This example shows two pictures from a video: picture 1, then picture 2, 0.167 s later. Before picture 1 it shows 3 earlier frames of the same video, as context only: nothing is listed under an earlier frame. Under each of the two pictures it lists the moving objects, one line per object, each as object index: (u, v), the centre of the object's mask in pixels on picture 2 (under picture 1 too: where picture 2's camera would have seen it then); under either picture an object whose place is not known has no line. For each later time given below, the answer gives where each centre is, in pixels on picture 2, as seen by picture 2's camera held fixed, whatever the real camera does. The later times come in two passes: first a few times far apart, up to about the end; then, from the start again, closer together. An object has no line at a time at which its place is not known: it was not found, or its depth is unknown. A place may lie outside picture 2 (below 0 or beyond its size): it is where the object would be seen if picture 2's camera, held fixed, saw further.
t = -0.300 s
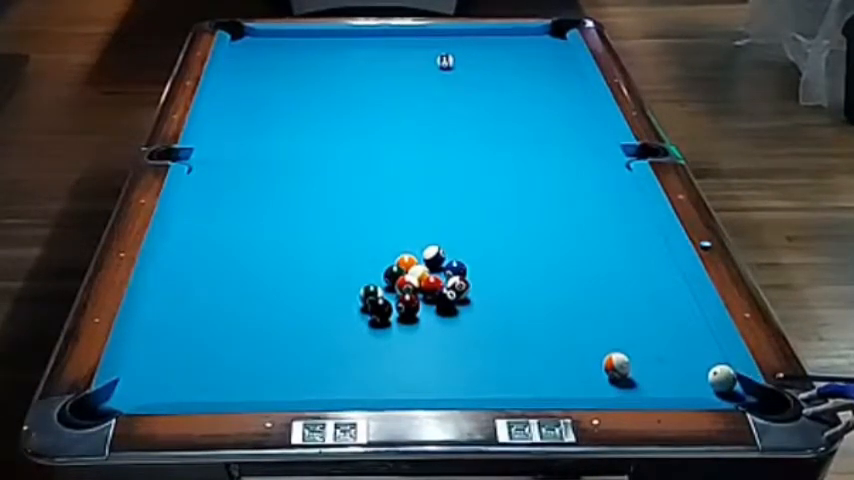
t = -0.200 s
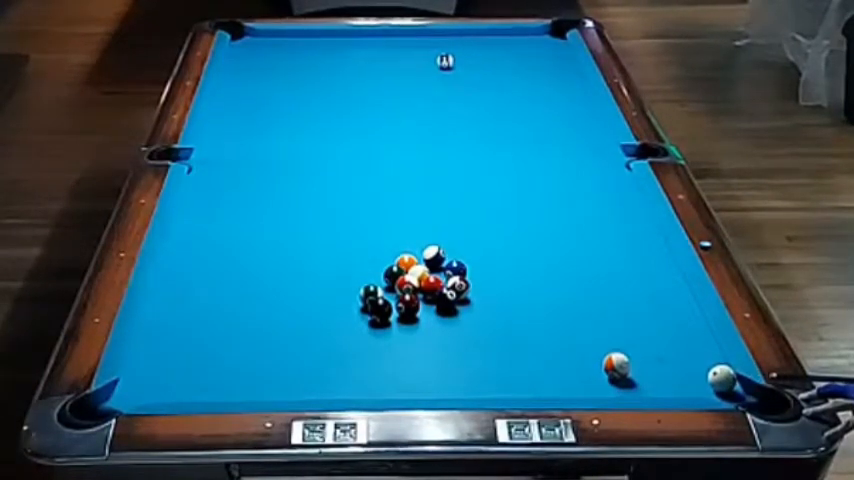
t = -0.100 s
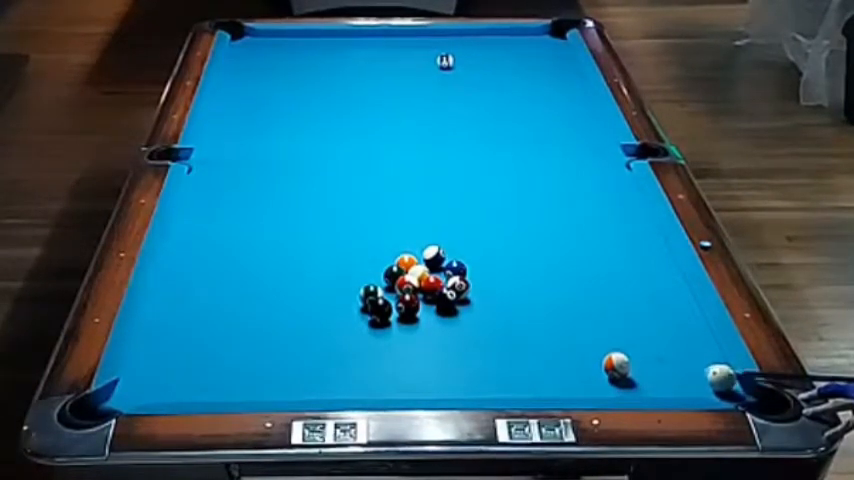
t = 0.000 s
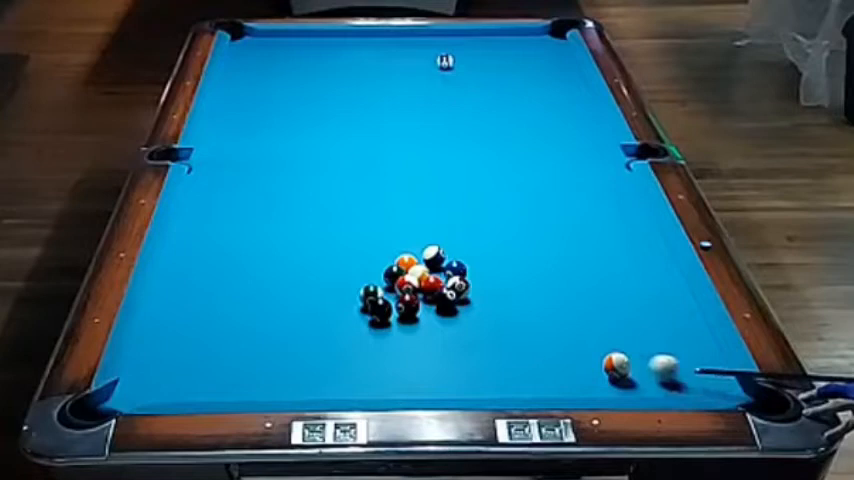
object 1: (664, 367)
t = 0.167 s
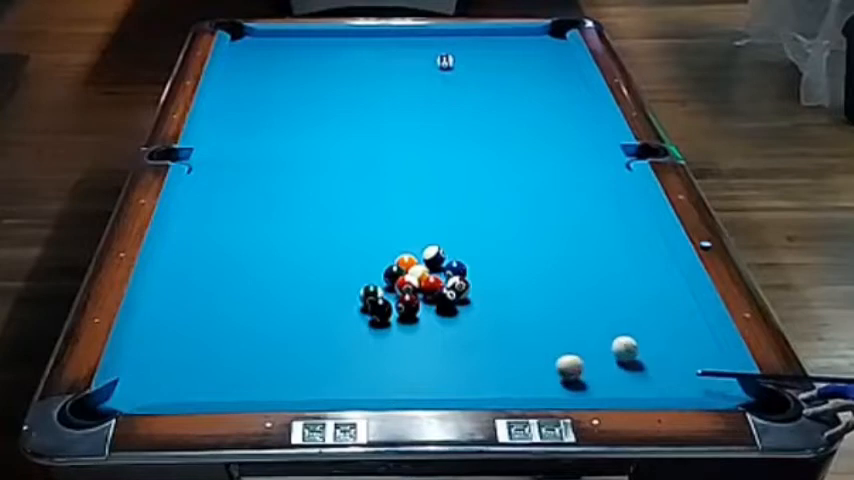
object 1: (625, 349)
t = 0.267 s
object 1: (607, 338)
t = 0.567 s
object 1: (558, 308)
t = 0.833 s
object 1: (520, 285)
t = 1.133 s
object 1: (482, 262)
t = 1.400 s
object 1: (452, 243)
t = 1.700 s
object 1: (421, 226)
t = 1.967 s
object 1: (396, 211)
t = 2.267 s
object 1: (371, 197)
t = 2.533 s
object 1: (351, 185)
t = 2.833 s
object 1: (330, 173)
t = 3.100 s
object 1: (314, 163)
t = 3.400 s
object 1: (297, 154)
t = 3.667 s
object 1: (284, 145)
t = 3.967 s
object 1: (270, 138)
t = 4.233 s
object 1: (259, 132)
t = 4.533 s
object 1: (248, 125)
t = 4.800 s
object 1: (240, 121)
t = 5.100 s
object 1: (232, 116)
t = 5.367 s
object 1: (225, 112)
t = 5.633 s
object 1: (220, 109)
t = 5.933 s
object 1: (218, 105)
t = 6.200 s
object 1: (221, 105)
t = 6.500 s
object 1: (223, 104)
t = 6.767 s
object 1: (224, 104)
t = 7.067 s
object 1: (223, 104)
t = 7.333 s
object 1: (223, 104)
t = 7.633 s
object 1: (223, 104)
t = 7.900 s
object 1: (223, 104)
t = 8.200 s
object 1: (223, 104)
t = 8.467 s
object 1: (223, 104)
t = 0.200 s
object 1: (619, 345)
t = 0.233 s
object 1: (613, 341)
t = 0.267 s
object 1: (607, 338)
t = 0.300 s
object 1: (601, 334)
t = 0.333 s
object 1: (596, 331)
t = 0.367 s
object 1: (590, 327)
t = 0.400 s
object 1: (584, 324)
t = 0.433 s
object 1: (579, 321)
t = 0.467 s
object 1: (574, 318)
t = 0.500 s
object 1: (568, 315)
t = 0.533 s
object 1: (563, 312)
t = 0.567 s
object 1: (558, 308)
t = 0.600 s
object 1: (553, 305)
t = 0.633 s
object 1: (548, 302)
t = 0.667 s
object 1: (542, 299)
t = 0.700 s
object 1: (538, 296)
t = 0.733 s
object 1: (533, 293)
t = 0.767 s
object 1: (529, 290)
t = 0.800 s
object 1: (524, 288)
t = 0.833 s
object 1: (520, 285)
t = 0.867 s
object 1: (515, 282)
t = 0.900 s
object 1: (511, 279)
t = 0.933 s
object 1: (507, 277)
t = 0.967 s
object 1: (502, 274)
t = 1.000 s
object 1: (498, 272)
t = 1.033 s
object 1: (493, 269)
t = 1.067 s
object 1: (490, 267)
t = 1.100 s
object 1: (485, 264)
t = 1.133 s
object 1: (482, 262)
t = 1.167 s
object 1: (478, 259)
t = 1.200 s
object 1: (474, 257)
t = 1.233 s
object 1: (470, 254)
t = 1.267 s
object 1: (467, 252)
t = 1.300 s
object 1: (463, 250)
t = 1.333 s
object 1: (459, 248)
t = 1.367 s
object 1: (455, 245)
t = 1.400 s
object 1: (452, 243)
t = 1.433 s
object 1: (449, 241)
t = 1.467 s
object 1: (445, 238)
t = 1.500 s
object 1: (441, 236)
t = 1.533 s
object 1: (437, 234)
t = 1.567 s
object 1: (434, 233)
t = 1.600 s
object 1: (430, 231)
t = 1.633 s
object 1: (427, 229)
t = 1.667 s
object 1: (424, 227)
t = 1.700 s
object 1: (421, 226)
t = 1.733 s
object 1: (417, 224)
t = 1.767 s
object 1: (414, 222)
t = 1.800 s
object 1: (411, 220)
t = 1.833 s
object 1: (408, 218)
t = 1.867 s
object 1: (405, 216)
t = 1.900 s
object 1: (402, 215)
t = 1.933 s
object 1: (399, 213)
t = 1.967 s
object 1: (396, 211)
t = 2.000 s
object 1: (393, 209)
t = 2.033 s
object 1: (390, 208)
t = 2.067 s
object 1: (387, 206)
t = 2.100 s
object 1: (384, 204)
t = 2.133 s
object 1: (382, 203)
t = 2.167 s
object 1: (379, 201)
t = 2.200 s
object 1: (376, 199)
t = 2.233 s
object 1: (373, 198)
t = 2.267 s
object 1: (371, 197)
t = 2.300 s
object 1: (368, 195)
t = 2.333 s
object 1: (365, 194)
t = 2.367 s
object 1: (363, 192)
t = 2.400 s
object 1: (361, 191)
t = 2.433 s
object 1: (358, 189)
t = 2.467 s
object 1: (356, 187)
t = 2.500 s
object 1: (353, 186)
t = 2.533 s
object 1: (351, 185)
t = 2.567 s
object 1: (349, 184)
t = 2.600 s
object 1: (346, 182)
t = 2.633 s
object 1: (344, 181)
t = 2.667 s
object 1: (341, 179)
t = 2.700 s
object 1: (339, 178)
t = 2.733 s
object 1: (337, 177)
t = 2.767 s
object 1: (335, 175)
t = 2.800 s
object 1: (332, 174)
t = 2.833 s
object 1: (330, 173)
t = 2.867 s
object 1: (328, 172)
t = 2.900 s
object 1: (326, 171)
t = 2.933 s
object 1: (324, 169)
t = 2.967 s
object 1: (322, 168)
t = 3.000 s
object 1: (320, 167)
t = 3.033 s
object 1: (318, 166)
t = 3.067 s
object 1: (316, 165)
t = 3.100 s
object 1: (314, 163)
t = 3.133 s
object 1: (312, 162)
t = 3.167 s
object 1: (310, 161)
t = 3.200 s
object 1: (308, 160)
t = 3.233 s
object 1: (306, 159)
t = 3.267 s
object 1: (305, 158)
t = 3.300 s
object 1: (303, 157)
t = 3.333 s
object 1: (301, 156)
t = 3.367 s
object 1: (299, 155)
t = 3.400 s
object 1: (297, 154)
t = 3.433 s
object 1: (296, 152)
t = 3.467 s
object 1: (294, 151)
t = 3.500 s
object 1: (292, 151)
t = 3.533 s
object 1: (290, 149)
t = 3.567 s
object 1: (289, 148)
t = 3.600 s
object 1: (287, 147)
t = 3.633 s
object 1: (285, 147)
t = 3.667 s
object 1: (284, 145)
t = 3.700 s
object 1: (282, 145)
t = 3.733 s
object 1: (281, 144)
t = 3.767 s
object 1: (279, 143)
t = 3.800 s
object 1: (278, 142)
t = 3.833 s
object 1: (276, 141)
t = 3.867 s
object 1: (275, 140)
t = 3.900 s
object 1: (273, 140)
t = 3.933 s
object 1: (272, 139)
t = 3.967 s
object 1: (270, 138)
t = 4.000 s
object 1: (269, 137)
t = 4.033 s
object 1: (267, 136)
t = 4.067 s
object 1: (266, 136)
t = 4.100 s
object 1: (264, 135)
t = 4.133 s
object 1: (263, 134)
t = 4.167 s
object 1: (262, 133)
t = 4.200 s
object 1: (260, 132)
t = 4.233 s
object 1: (259, 132)
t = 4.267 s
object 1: (258, 131)
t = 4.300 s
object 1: (257, 130)
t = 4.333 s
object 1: (255, 129)
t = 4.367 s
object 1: (254, 129)
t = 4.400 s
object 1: (253, 128)
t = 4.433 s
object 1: (252, 127)
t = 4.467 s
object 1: (250, 127)
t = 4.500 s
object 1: (249, 126)
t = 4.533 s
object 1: (248, 125)
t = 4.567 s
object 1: (247, 125)
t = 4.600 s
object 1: (246, 124)
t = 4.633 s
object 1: (245, 123)
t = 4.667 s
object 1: (244, 123)
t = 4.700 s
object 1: (243, 123)
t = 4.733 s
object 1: (242, 122)
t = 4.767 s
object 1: (241, 121)
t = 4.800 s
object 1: (240, 121)
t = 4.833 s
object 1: (239, 120)
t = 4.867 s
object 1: (238, 119)
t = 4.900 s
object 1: (237, 119)
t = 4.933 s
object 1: (236, 118)
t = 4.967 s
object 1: (235, 118)
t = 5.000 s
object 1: (234, 117)
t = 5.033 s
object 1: (233, 117)
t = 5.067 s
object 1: (232, 116)
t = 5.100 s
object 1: (232, 116)
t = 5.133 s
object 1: (230, 115)
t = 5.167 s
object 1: (230, 114)
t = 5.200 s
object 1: (229, 114)
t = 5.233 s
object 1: (228, 114)
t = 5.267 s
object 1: (227, 113)
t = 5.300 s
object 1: (227, 113)
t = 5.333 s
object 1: (226, 112)
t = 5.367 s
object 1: (225, 112)
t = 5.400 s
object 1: (225, 111)
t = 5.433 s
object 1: (224, 111)
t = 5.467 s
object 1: (223, 111)
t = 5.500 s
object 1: (223, 110)
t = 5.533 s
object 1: (222, 110)
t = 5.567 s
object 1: (221, 109)
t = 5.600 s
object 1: (221, 109)
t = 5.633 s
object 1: (220, 109)
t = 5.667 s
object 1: (220, 108)
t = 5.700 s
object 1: (219, 108)
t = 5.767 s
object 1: (218, 107)
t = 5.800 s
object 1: (217, 107)
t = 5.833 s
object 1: (217, 106)
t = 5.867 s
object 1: (217, 106)
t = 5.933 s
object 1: (218, 105)
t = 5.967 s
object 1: (219, 105)
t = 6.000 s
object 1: (219, 105)
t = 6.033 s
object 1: (220, 105)
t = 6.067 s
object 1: (220, 105)
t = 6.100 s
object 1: (221, 105)
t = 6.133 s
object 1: (221, 105)
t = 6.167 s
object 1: (221, 105)
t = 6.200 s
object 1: (221, 105)
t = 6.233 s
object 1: (222, 104)
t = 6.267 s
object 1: (222, 104)
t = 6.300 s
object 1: (222, 104)
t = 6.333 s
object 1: (223, 104)
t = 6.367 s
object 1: (223, 104)
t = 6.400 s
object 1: (223, 104)
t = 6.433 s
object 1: (223, 104)
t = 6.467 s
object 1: (224, 104)
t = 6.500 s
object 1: (223, 104)
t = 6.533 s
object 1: (224, 104)
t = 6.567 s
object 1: (224, 104)
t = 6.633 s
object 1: (224, 104)
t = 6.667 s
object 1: (224, 104)
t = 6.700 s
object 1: (224, 104)
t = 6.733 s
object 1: (224, 104)
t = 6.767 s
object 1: (224, 104)
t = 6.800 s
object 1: (224, 104)
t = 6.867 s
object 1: (224, 104)
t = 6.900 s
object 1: (224, 104)
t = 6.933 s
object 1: (223, 104)
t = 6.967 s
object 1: (223, 104)
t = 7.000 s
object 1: (223, 104)
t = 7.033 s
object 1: (223, 104)
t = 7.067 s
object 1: (223, 104)
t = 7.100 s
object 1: (223, 104)
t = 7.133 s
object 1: (223, 104)
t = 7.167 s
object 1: (223, 104)
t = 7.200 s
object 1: (223, 104)
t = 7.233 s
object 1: (223, 104)
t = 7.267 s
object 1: (223, 104)
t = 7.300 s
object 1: (223, 104)
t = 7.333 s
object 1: (223, 104)
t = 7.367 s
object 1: (223, 104)
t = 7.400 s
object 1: (223, 104)
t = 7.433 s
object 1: (223, 104)
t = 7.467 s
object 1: (223, 104)
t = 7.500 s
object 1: (223, 104)
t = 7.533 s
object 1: (223, 104)
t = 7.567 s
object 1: (223, 104)
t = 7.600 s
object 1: (223, 104)
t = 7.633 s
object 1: (223, 104)
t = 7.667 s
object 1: (223, 104)
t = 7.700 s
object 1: (223, 104)
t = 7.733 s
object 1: (223, 104)
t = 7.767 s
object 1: (223, 104)
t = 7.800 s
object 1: (223, 104)
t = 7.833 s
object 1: (223, 104)
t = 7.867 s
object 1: (223, 104)
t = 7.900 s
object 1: (223, 104)
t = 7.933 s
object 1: (223, 104)
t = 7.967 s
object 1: (223, 104)
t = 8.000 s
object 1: (223, 104)
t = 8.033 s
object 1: (223, 104)
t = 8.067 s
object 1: (223, 104)
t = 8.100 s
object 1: (223, 104)
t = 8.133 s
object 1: (223, 104)
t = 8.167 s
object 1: (223, 104)
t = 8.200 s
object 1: (223, 104)
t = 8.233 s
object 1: (223, 104)
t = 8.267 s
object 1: (223, 104)
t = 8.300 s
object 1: (223, 104)
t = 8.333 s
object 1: (223, 104)
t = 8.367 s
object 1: (223, 104)
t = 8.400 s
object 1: (223, 104)
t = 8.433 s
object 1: (223, 104)
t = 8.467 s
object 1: (223, 104)
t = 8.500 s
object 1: (223, 104)
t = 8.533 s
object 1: (223, 104)
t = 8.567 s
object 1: (223, 104)
